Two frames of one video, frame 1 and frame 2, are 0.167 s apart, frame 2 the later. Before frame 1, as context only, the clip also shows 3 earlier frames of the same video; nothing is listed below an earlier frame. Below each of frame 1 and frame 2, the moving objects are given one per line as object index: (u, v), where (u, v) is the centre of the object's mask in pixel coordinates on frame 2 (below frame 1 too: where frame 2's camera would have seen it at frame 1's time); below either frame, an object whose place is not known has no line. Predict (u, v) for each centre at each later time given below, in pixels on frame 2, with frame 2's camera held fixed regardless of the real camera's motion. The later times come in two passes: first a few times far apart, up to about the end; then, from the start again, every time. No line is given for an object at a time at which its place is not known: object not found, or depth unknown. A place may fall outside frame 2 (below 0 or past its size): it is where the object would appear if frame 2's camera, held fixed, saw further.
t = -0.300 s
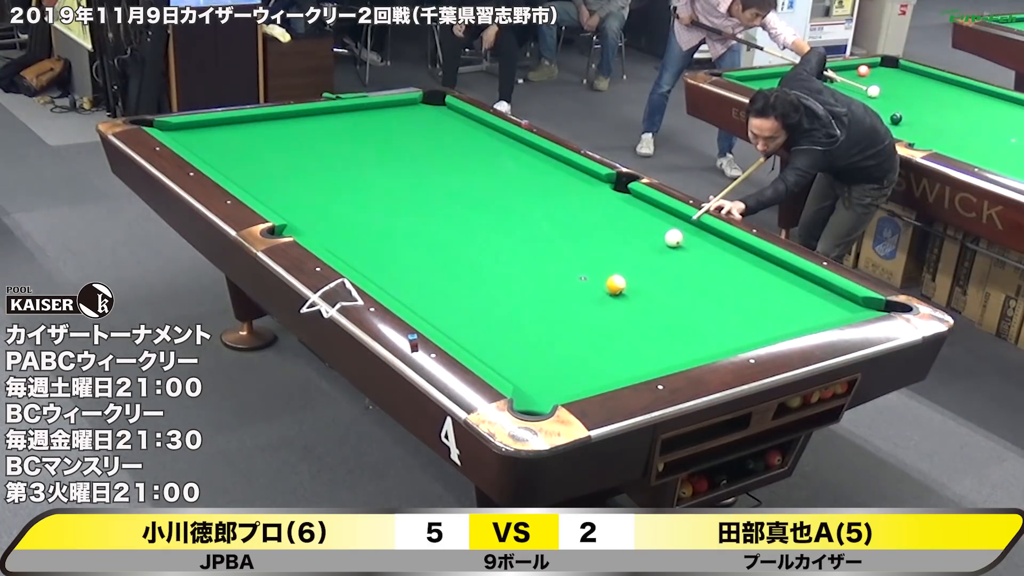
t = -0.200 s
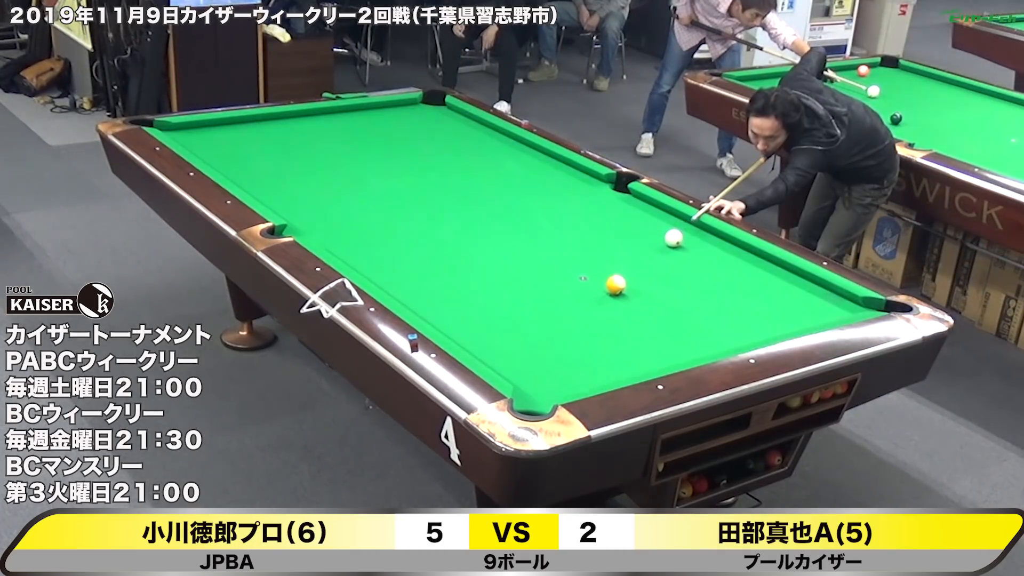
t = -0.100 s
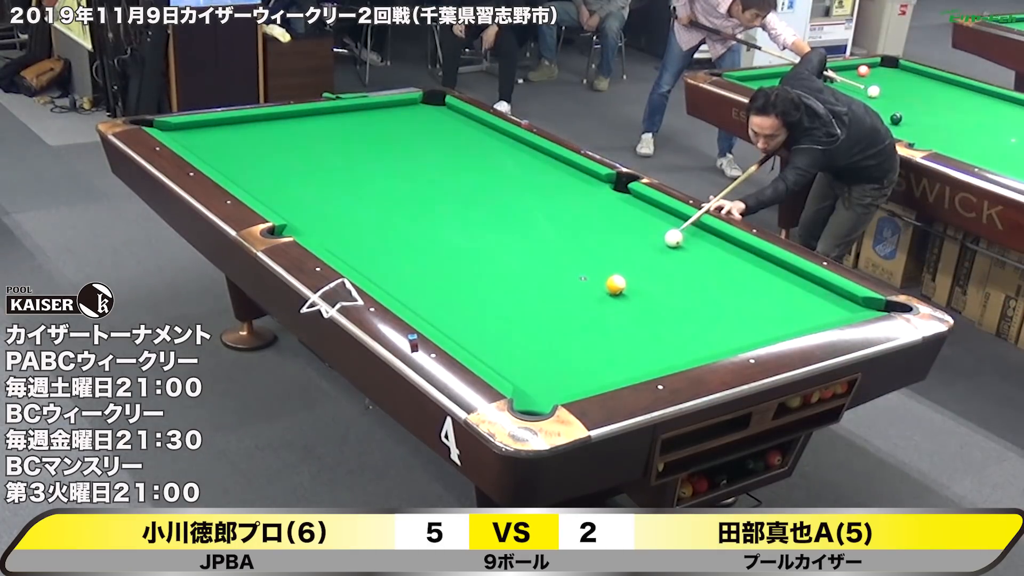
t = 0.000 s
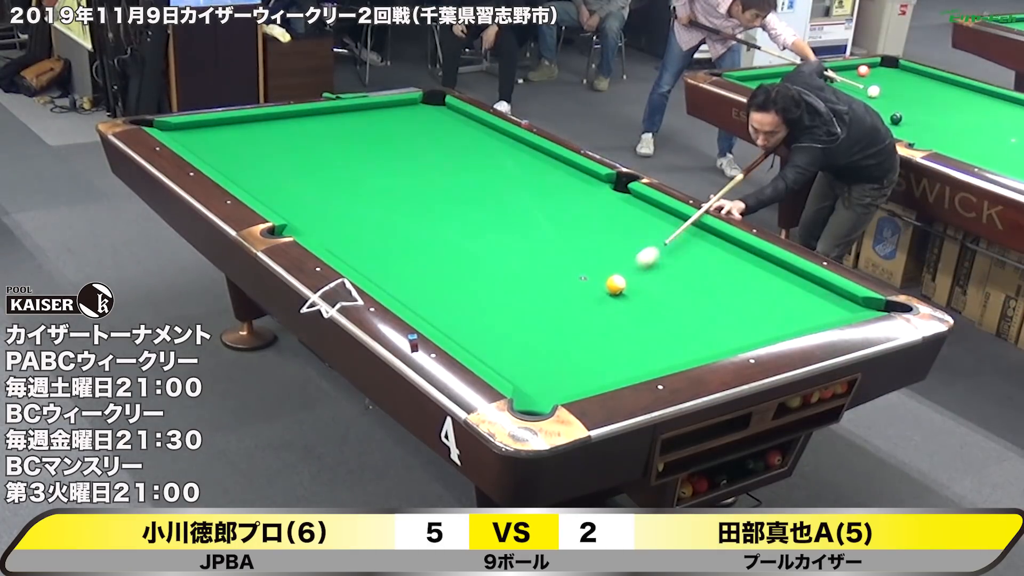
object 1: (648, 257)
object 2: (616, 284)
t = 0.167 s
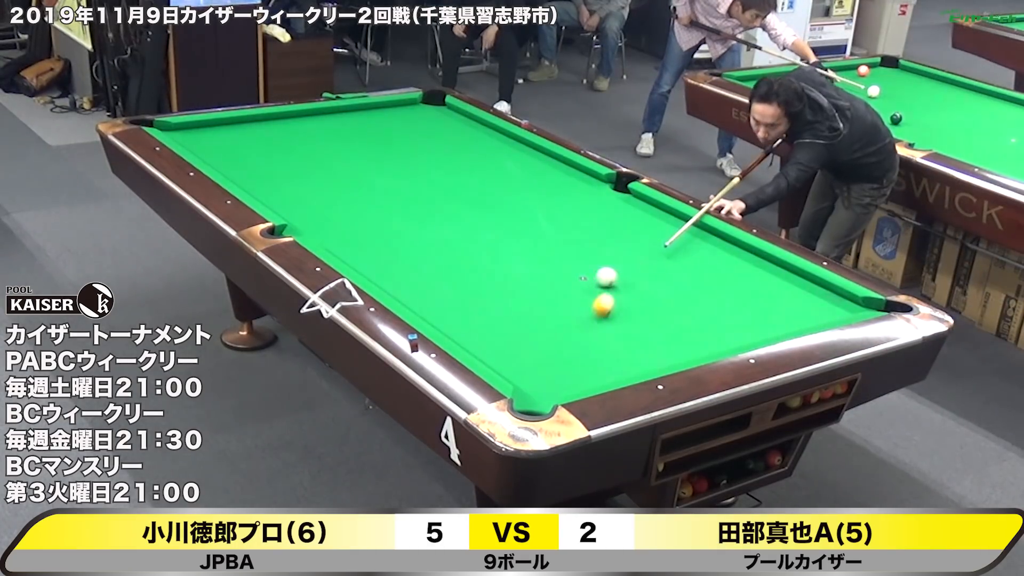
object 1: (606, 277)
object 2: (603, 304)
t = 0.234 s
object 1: (594, 277)
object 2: (593, 322)
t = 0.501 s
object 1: (540, 287)
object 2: (553, 387)
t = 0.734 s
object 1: (491, 297)
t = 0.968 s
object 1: (441, 307)
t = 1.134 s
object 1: (425, 309)
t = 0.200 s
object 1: (601, 277)
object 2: (598, 313)
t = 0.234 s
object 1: (594, 277)
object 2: (593, 322)
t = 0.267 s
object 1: (588, 278)
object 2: (588, 331)
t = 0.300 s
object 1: (582, 279)
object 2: (582, 339)
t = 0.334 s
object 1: (575, 280)
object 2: (577, 347)
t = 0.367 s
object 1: (568, 282)
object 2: (573, 355)
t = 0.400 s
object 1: (561, 283)
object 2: (568, 363)
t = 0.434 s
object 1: (554, 284)
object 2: (563, 371)
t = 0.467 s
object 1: (547, 286)
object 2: (558, 379)
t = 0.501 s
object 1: (540, 287)
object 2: (553, 387)
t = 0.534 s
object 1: (533, 289)
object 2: (548, 395)
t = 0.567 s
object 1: (526, 290)
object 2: (542, 403)
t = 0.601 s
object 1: (519, 292)
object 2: (537, 410)
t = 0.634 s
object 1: (512, 293)
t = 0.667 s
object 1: (505, 294)
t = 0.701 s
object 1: (498, 296)
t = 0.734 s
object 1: (491, 297)
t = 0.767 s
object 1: (484, 299)
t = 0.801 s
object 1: (477, 300)
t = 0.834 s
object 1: (469, 302)
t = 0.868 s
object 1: (462, 303)
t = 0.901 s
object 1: (455, 304)
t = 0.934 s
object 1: (448, 306)
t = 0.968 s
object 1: (441, 307)
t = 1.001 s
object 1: (433, 309)
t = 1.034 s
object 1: (427, 309)
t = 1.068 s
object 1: (421, 309)
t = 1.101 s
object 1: (421, 309)
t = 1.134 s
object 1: (425, 309)
